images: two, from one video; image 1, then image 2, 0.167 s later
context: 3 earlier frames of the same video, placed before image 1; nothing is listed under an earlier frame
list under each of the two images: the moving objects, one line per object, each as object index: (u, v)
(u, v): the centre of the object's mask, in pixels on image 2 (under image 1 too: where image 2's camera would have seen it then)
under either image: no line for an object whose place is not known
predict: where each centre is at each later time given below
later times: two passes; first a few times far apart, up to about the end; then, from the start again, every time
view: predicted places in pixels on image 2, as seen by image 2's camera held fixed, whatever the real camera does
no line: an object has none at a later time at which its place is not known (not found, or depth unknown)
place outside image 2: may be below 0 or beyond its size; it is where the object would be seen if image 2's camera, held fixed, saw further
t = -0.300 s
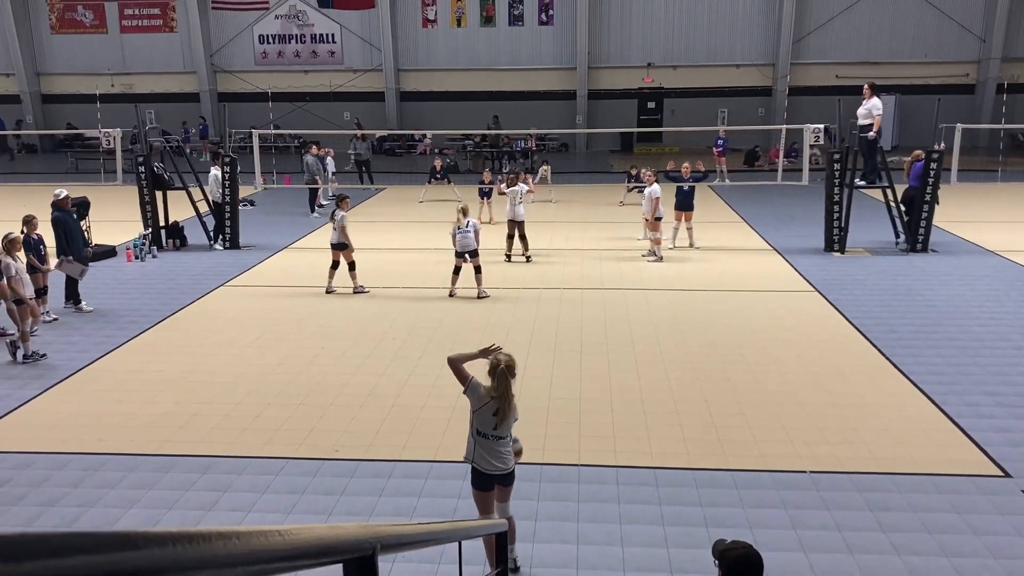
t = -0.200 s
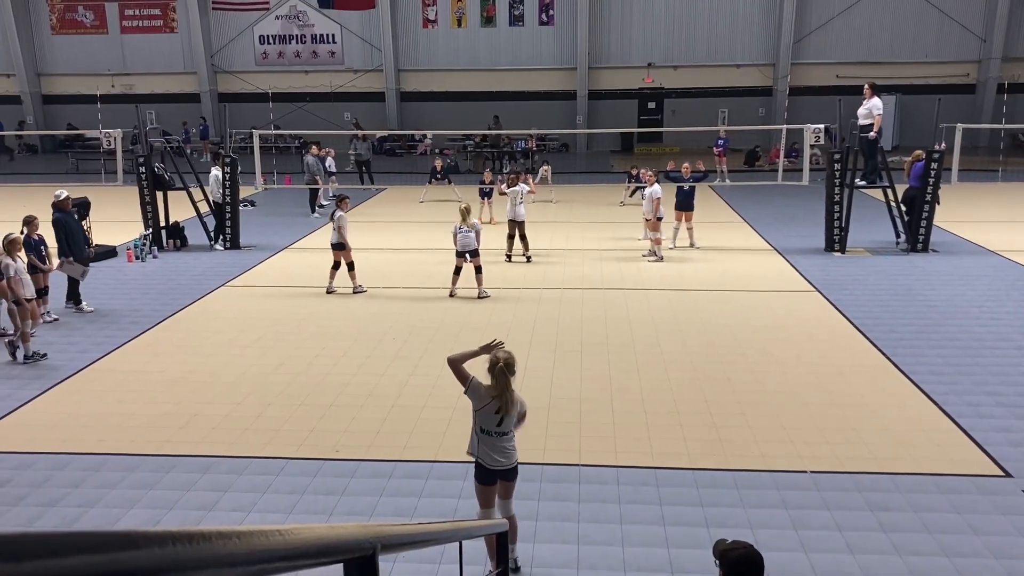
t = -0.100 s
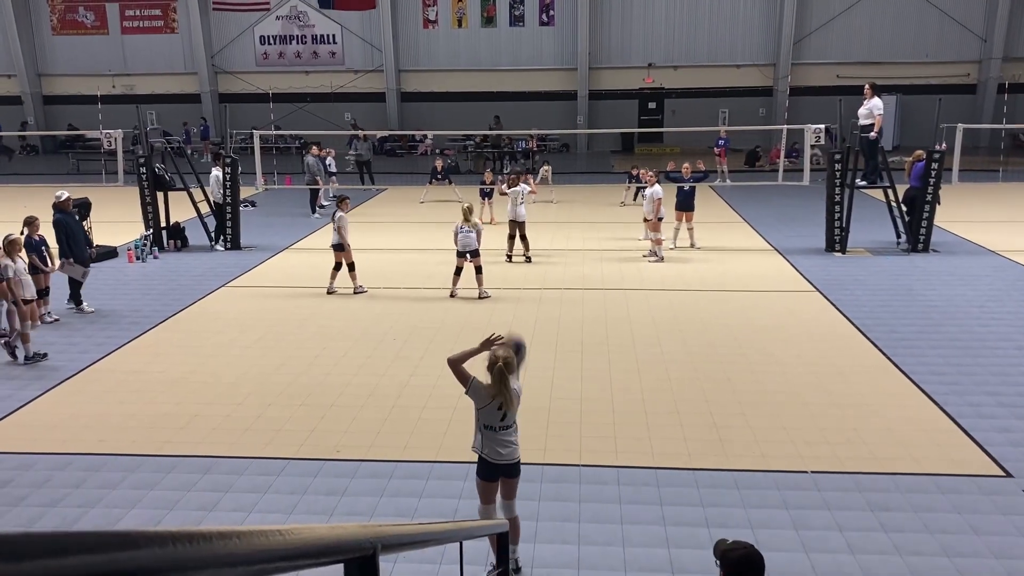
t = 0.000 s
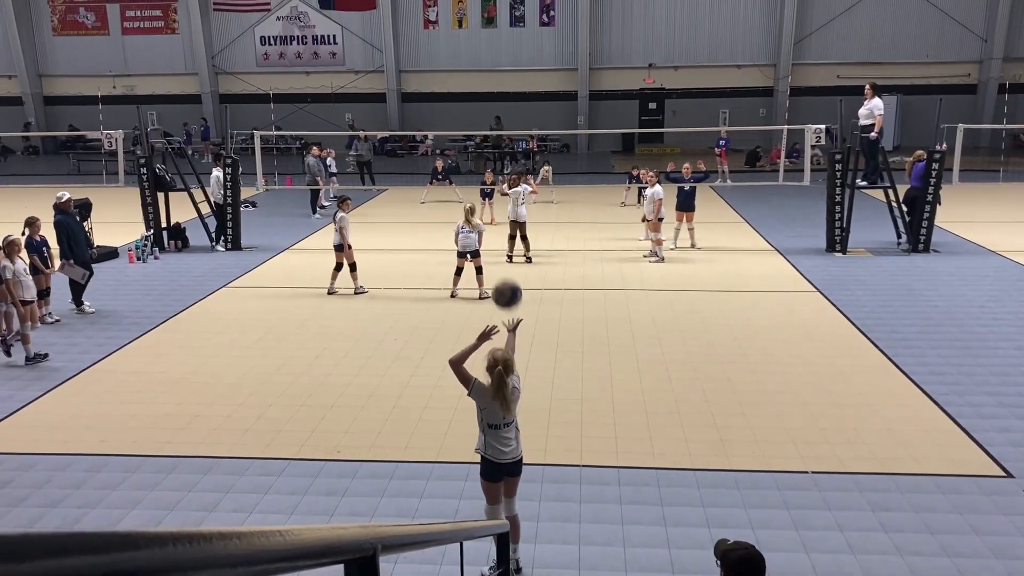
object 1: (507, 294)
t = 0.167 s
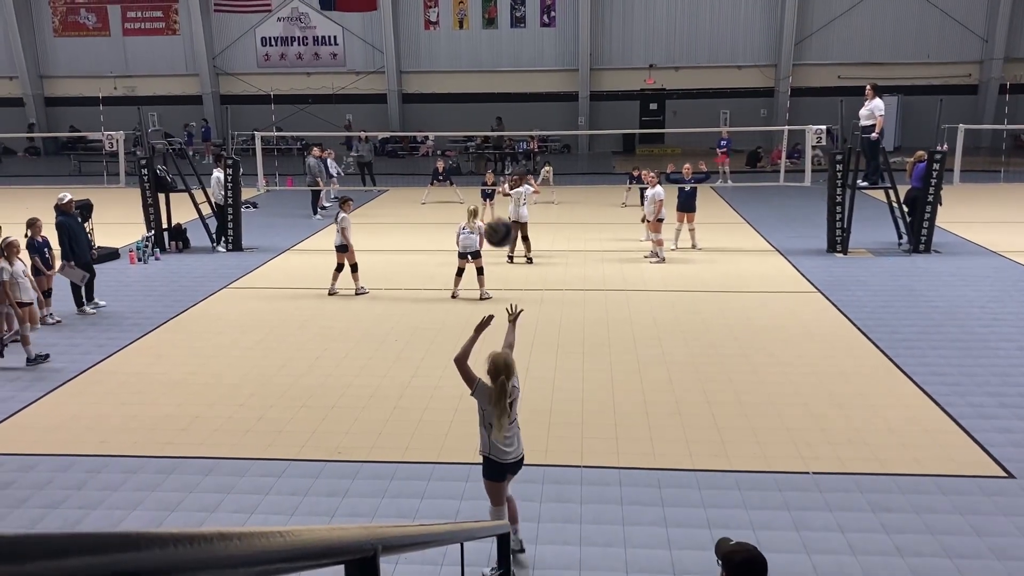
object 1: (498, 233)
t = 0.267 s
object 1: (494, 213)
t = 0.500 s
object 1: (484, 221)
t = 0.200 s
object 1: (497, 225)
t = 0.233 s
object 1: (496, 218)
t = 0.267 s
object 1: (494, 213)
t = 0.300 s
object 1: (493, 210)
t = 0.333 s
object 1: (491, 208)
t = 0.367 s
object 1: (490, 208)
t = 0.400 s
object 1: (489, 209)
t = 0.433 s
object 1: (487, 210)
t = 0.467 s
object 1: (484, 218)
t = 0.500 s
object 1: (484, 221)
